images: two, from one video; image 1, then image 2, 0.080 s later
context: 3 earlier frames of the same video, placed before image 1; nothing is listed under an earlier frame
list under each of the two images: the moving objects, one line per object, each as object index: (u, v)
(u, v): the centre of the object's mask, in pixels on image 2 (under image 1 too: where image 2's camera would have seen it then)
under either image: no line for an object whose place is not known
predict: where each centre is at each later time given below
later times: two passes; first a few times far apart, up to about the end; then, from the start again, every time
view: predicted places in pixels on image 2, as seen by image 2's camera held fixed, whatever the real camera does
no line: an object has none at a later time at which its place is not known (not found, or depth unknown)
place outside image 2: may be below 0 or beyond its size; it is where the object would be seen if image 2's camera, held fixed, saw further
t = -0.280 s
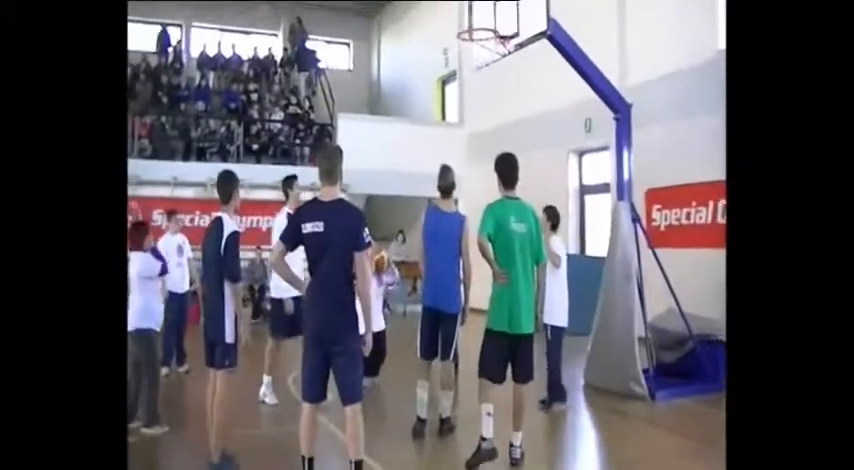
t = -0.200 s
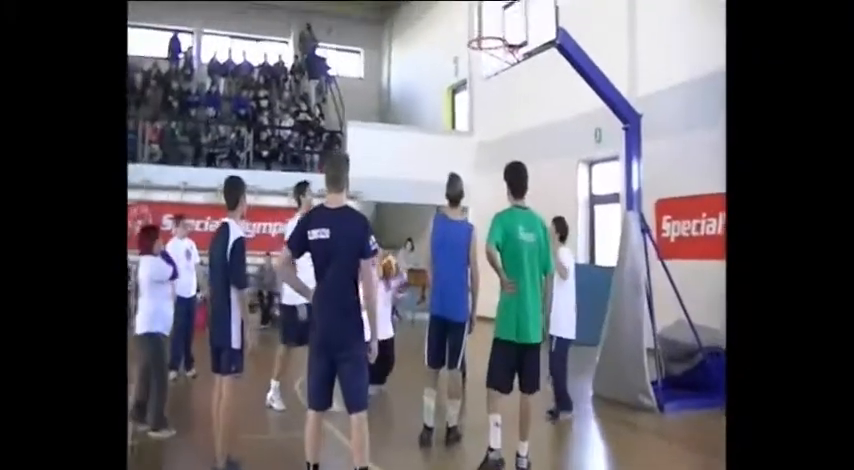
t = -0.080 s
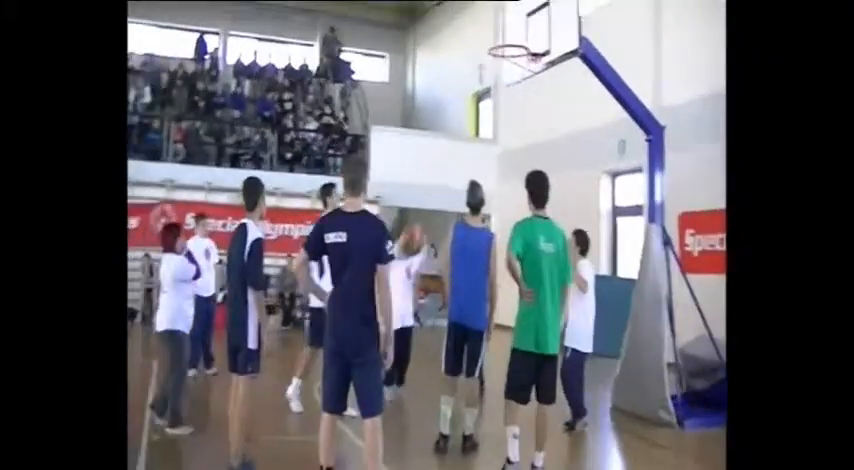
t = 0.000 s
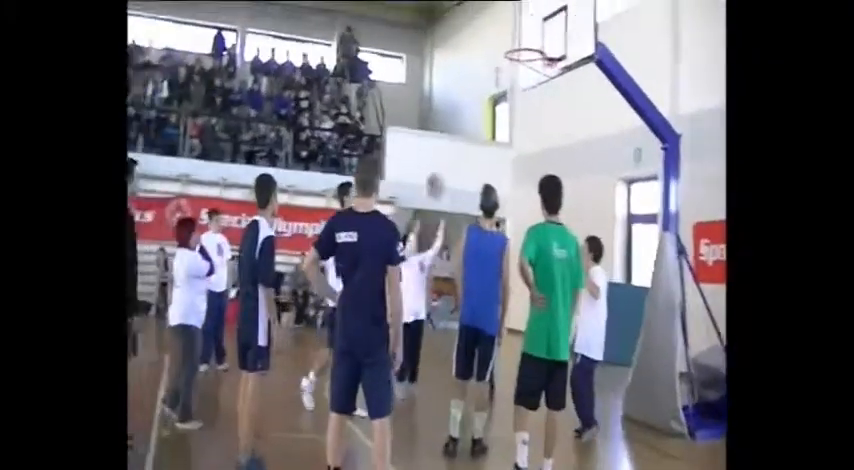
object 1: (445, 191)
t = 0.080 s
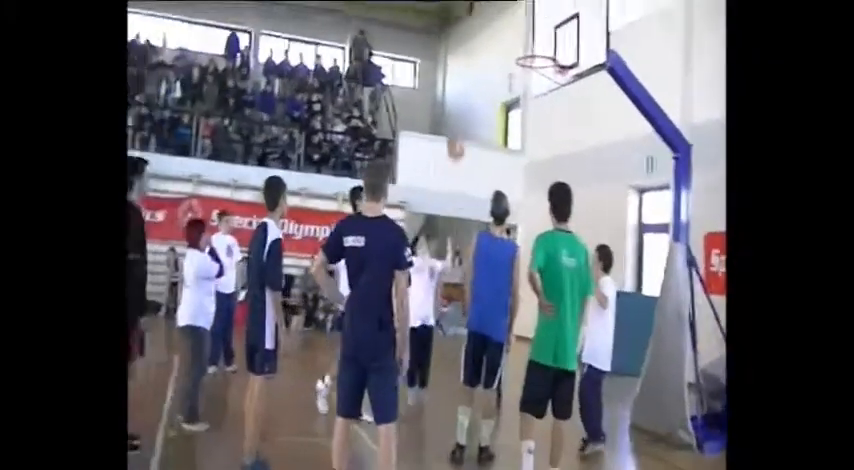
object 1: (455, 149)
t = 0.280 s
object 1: (478, 61)
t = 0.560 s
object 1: (508, 7)
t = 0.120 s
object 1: (460, 131)
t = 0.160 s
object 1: (464, 108)
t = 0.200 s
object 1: (468, 91)
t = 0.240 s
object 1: (473, 76)
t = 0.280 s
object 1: (478, 61)
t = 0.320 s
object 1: (482, 49)
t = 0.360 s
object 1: (485, 38)
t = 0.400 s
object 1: (490, 29)
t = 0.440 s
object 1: (494, 24)
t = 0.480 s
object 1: (498, 15)
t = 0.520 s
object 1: (504, 10)
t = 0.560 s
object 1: (508, 7)
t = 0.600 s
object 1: (512, 7)
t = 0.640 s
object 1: (516, 8)
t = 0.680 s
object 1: (520, 11)
